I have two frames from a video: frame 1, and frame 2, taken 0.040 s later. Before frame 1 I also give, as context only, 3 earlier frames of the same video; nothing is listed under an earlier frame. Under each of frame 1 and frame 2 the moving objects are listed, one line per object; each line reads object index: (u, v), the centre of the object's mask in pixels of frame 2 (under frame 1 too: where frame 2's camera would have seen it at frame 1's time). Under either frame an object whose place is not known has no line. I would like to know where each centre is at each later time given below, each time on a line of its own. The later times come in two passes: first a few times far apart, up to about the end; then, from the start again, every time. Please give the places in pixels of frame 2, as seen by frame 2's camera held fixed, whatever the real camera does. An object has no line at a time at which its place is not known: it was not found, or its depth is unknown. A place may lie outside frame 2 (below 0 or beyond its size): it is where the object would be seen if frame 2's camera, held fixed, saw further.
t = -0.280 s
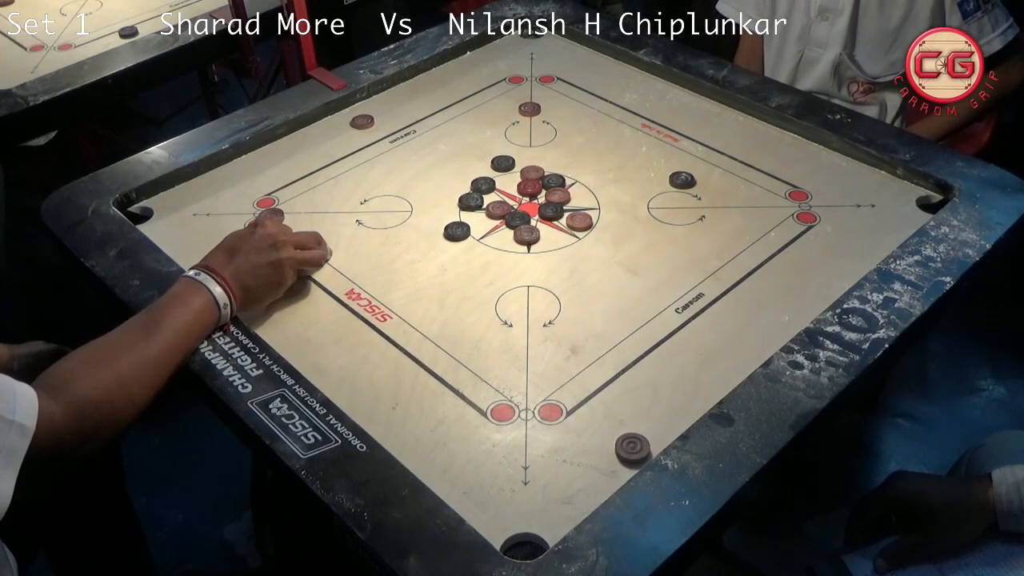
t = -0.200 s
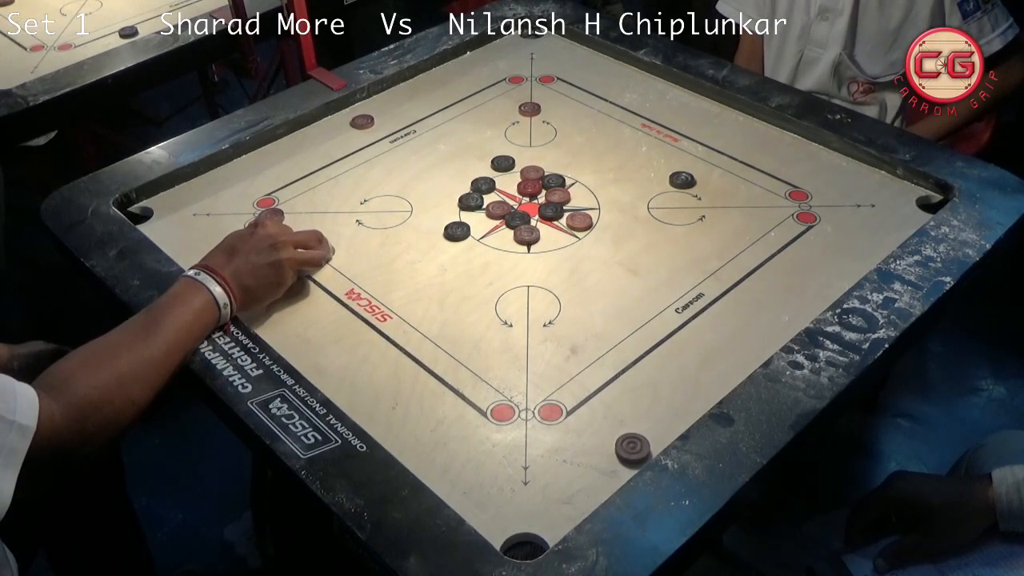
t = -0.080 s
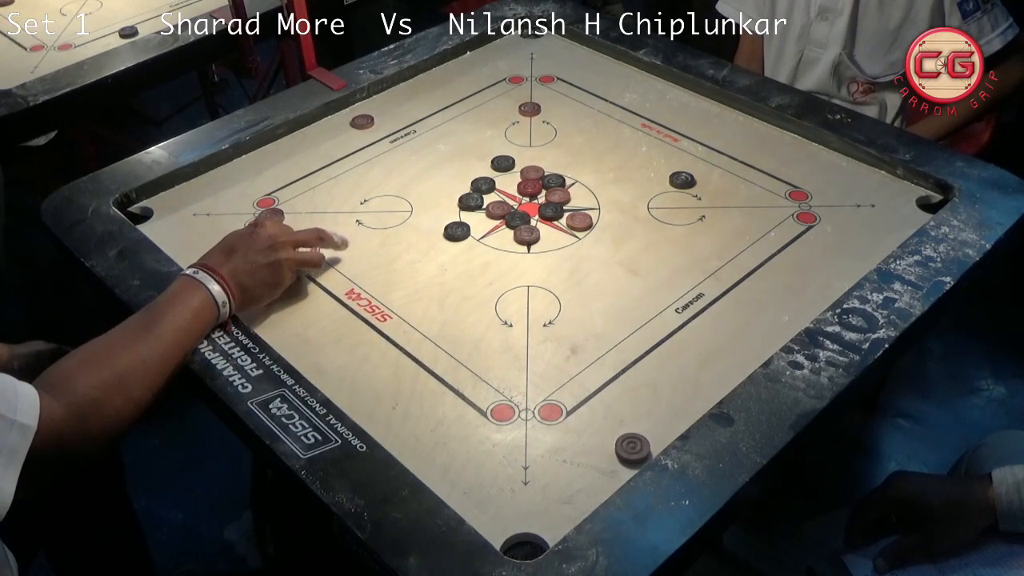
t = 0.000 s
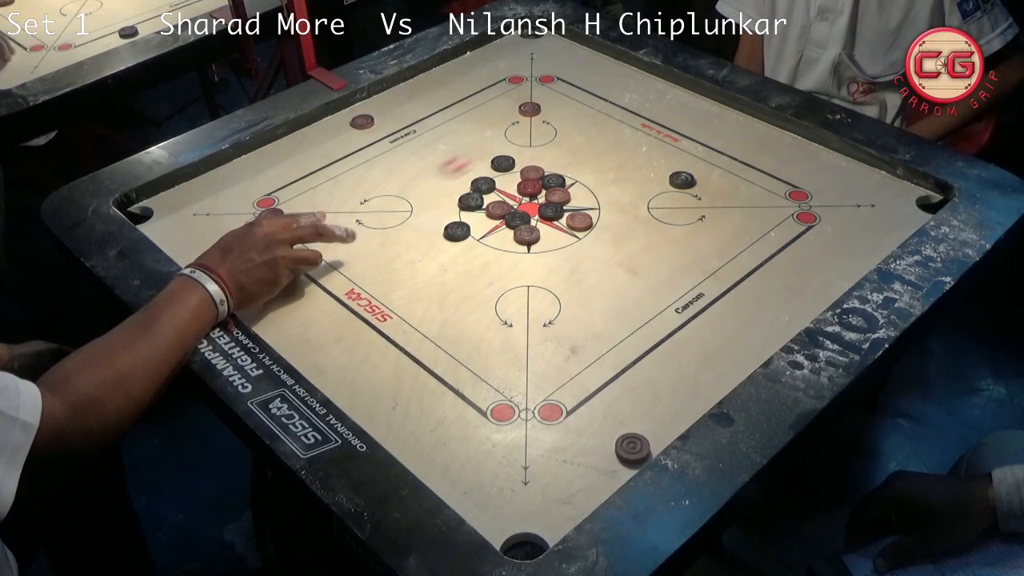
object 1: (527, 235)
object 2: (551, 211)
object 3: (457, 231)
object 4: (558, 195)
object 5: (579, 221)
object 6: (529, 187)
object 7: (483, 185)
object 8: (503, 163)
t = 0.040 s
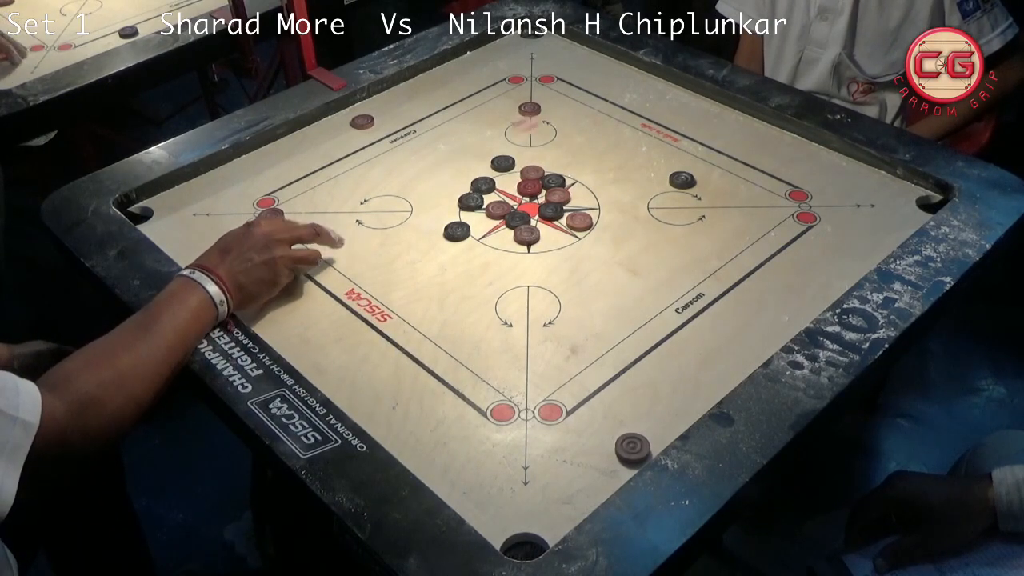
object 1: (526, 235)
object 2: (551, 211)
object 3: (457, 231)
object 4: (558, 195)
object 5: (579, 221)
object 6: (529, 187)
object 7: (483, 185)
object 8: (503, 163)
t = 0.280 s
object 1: (530, 245)
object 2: (546, 230)
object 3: (457, 231)
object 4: (567, 205)
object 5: (579, 221)
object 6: (530, 205)
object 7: (476, 185)
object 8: (491, 157)
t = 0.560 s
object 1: (541, 401)
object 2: (542, 332)
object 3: (338, 294)
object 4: (632, 214)
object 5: (613, 261)
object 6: (523, 231)
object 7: (372, 183)
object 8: (413, 118)
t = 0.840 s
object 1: (546, 492)
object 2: (540, 362)
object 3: (297, 314)
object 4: (711, 226)
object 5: (615, 262)
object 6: (496, 271)
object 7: (352, 181)
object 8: (393, 107)
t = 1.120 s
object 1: (547, 499)
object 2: (541, 362)
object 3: (297, 314)
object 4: (715, 226)
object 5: (614, 262)
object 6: (496, 272)
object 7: (352, 181)
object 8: (393, 107)
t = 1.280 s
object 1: (547, 498)
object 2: (541, 362)
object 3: (297, 314)
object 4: (715, 226)
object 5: (613, 262)
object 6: (495, 272)
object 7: (352, 181)
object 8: (394, 108)
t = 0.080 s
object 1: (526, 235)
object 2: (551, 211)
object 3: (457, 231)
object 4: (558, 195)
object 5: (579, 221)
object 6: (529, 187)
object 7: (483, 185)
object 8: (503, 163)
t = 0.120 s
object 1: (526, 235)
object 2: (551, 211)
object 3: (457, 231)
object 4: (558, 195)
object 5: (579, 221)
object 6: (529, 187)
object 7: (483, 185)
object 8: (503, 163)
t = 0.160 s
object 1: (526, 235)
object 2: (551, 211)
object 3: (457, 231)
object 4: (558, 196)
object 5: (579, 221)
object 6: (529, 187)
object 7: (483, 185)
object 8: (503, 163)
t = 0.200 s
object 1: (526, 235)
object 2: (551, 211)
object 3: (457, 231)
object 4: (558, 195)
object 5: (579, 221)
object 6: (529, 187)
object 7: (483, 185)
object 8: (503, 163)
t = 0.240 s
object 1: (526, 235)
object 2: (551, 211)
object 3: (457, 231)
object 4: (558, 196)
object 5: (579, 221)
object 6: (529, 188)
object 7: (483, 185)
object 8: (503, 163)
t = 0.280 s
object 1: (530, 245)
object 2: (546, 230)
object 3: (457, 231)
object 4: (567, 205)
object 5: (579, 221)
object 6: (530, 205)
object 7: (476, 185)
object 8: (491, 157)
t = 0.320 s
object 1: (533, 268)
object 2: (544, 248)
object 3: (442, 239)
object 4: (570, 207)
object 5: (586, 230)
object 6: (543, 208)
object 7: (455, 186)
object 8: (475, 149)
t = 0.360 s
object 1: (535, 292)
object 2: (544, 264)
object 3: (421, 250)
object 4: (578, 207)
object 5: (593, 238)
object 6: (547, 210)
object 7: (437, 186)
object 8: (461, 142)
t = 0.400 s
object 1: (537, 315)
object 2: (543, 280)
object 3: (402, 260)
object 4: (585, 207)
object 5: (599, 245)
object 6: (549, 211)
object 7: (420, 185)
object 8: (449, 136)
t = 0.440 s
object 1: (538, 338)
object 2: (543, 295)
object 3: (383, 270)
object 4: (590, 208)
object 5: (604, 251)
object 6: (550, 212)
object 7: (405, 185)
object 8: (438, 130)
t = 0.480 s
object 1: (540, 360)
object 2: (542, 309)
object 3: (367, 279)
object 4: (593, 208)
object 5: (608, 256)
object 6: (550, 212)
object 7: (393, 184)
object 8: (429, 125)
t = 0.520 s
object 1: (540, 381)
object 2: (542, 321)
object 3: (352, 287)
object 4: (613, 211)
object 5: (611, 259)
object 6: (536, 222)
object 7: (382, 184)
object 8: (421, 121)
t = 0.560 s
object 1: (541, 401)
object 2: (542, 332)
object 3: (338, 294)
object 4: (632, 214)
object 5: (613, 261)
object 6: (523, 231)
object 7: (372, 183)
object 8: (413, 118)
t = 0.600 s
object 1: (543, 419)
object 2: (541, 341)
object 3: (326, 300)
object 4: (649, 217)
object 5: (614, 262)
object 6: (516, 240)
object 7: (365, 183)
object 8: (408, 115)
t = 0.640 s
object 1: (543, 436)
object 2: (541, 349)
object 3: (317, 305)
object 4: (665, 220)
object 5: (615, 262)
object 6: (511, 248)
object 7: (359, 182)
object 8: (403, 112)
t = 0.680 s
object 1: (543, 451)
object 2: (541, 355)
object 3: (309, 309)
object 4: (678, 221)
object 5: (615, 262)
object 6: (507, 255)
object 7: (355, 182)
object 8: (399, 110)
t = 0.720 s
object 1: (544, 464)
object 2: (540, 359)
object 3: (303, 311)
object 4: (689, 223)
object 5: (615, 262)
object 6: (503, 261)
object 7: (353, 181)
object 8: (396, 109)
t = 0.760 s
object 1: (544, 475)
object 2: (540, 361)
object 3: (299, 313)
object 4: (699, 224)
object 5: (615, 262)
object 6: (500, 266)
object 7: (352, 181)
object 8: (394, 108)
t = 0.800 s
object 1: (545, 485)
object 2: (540, 362)
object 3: (298, 314)
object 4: (706, 225)
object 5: (615, 262)
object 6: (497, 269)
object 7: (352, 181)
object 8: (393, 107)
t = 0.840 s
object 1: (546, 492)
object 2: (540, 362)
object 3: (297, 314)
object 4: (711, 226)
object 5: (615, 262)
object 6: (496, 271)
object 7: (352, 181)
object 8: (393, 107)
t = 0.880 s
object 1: (547, 496)
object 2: (541, 362)
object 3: (298, 314)
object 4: (714, 226)
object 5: (615, 262)
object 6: (496, 272)
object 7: (352, 181)
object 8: (393, 107)
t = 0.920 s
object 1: (547, 498)
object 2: (541, 362)
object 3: (298, 314)
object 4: (715, 226)
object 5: (615, 262)
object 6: (496, 272)
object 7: (352, 181)
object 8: (393, 107)
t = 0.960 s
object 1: (547, 499)
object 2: (541, 362)
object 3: (297, 314)
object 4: (715, 226)
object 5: (615, 262)
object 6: (496, 272)
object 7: (352, 181)
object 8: (393, 107)
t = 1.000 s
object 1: (547, 499)
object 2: (541, 362)
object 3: (297, 314)
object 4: (715, 226)
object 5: (615, 262)
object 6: (496, 272)
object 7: (352, 181)
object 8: (393, 107)
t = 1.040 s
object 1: (547, 499)
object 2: (541, 362)
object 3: (297, 314)
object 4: (715, 226)
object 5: (615, 262)
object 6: (496, 272)
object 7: (352, 181)
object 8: (393, 107)
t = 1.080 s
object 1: (547, 499)
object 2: (541, 362)
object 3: (297, 314)
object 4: (715, 226)
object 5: (614, 262)
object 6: (496, 272)
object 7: (352, 180)
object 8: (393, 107)
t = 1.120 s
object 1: (547, 499)
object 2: (541, 362)
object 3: (297, 314)
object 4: (715, 226)
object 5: (614, 262)
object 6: (496, 272)
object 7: (352, 181)
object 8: (393, 107)
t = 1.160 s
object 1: (547, 499)
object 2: (541, 362)
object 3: (297, 314)
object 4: (715, 226)
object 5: (614, 262)
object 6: (496, 272)
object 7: (352, 180)
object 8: (393, 107)
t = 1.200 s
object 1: (547, 499)
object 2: (541, 362)
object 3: (297, 314)
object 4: (715, 226)
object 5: (613, 262)
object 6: (496, 272)
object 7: (352, 180)
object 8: (393, 107)
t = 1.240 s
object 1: (547, 498)
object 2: (541, 362)
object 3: (297, 314)
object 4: (715, 226)
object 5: (613, 262)
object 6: (496, 272)
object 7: (352, 181)
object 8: (393, 107)
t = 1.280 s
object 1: (547, 498)
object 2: (541, 362)
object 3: (297, 314)
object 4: (715, 226)
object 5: (613, 262)
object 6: (495, 272)
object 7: (352, 181)
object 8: (394, 108)
